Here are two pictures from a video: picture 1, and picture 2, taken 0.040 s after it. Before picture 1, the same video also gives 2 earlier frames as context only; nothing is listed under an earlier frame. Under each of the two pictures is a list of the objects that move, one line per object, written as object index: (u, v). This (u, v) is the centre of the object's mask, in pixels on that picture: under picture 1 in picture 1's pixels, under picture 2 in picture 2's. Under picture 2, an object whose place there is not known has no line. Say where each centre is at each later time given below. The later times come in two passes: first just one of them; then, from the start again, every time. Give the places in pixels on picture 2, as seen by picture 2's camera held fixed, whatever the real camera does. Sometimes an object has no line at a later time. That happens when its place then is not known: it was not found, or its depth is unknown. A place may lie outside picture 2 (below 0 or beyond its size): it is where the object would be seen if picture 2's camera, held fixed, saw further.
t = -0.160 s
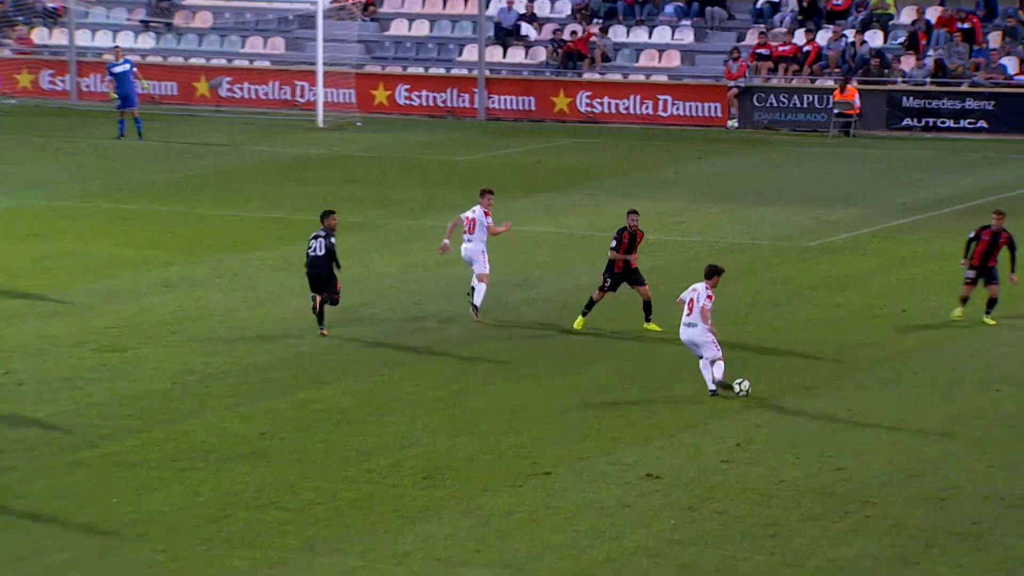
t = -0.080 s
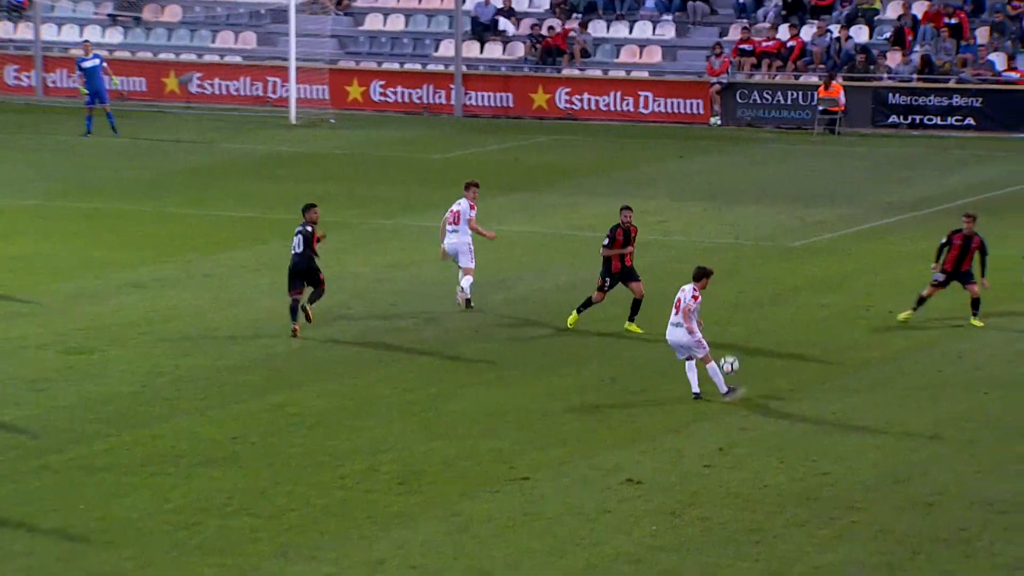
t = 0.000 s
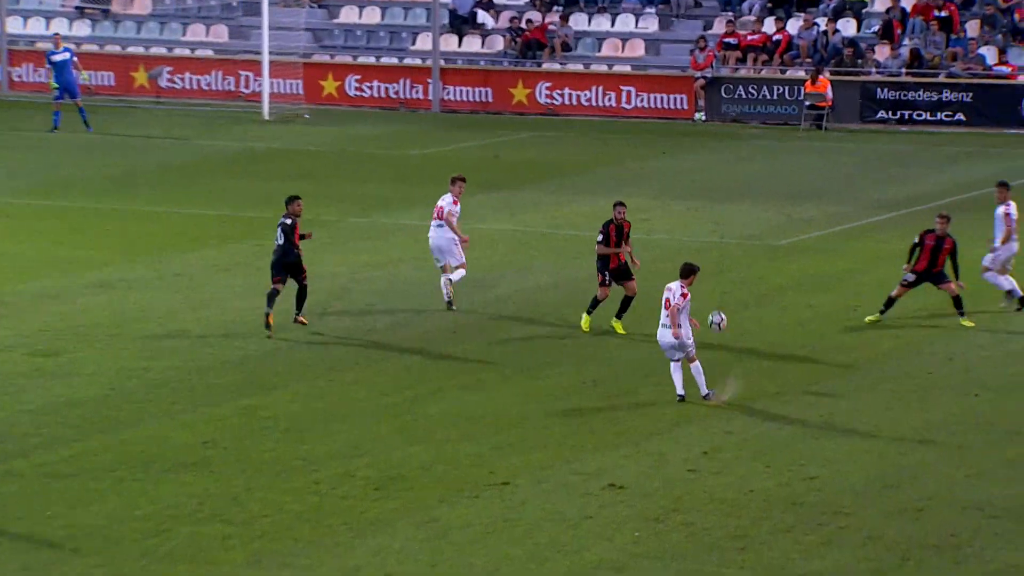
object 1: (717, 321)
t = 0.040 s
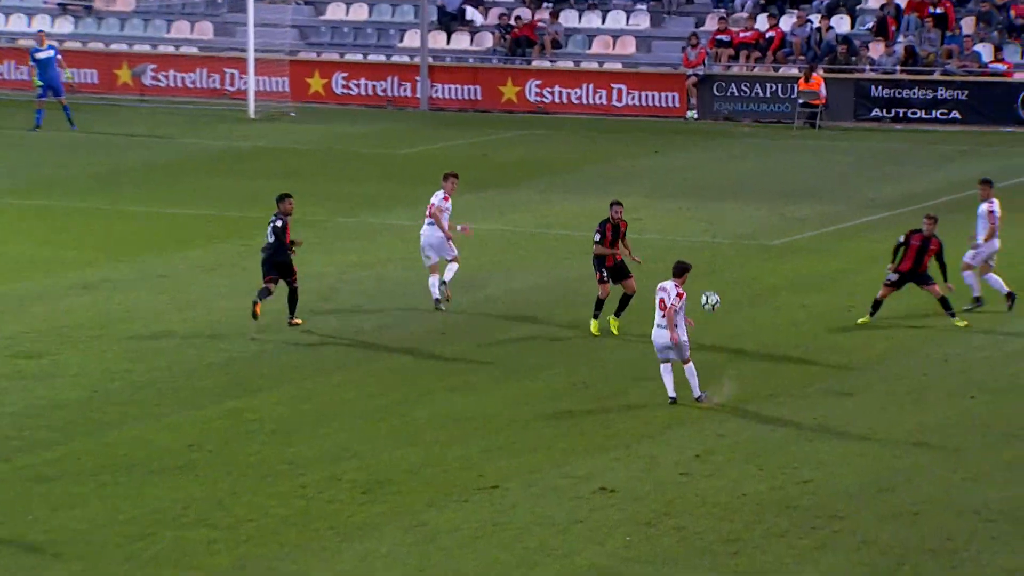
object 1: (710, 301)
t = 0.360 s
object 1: (703, 186)
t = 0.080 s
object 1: (711, 282)
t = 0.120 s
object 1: (711, 265)
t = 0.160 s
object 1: (710, 248)
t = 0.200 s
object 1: (710, 235)
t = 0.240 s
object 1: (709, 220)
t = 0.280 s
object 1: (707, 208)
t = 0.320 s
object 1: (705, 196)
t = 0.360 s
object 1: (703, 186)
